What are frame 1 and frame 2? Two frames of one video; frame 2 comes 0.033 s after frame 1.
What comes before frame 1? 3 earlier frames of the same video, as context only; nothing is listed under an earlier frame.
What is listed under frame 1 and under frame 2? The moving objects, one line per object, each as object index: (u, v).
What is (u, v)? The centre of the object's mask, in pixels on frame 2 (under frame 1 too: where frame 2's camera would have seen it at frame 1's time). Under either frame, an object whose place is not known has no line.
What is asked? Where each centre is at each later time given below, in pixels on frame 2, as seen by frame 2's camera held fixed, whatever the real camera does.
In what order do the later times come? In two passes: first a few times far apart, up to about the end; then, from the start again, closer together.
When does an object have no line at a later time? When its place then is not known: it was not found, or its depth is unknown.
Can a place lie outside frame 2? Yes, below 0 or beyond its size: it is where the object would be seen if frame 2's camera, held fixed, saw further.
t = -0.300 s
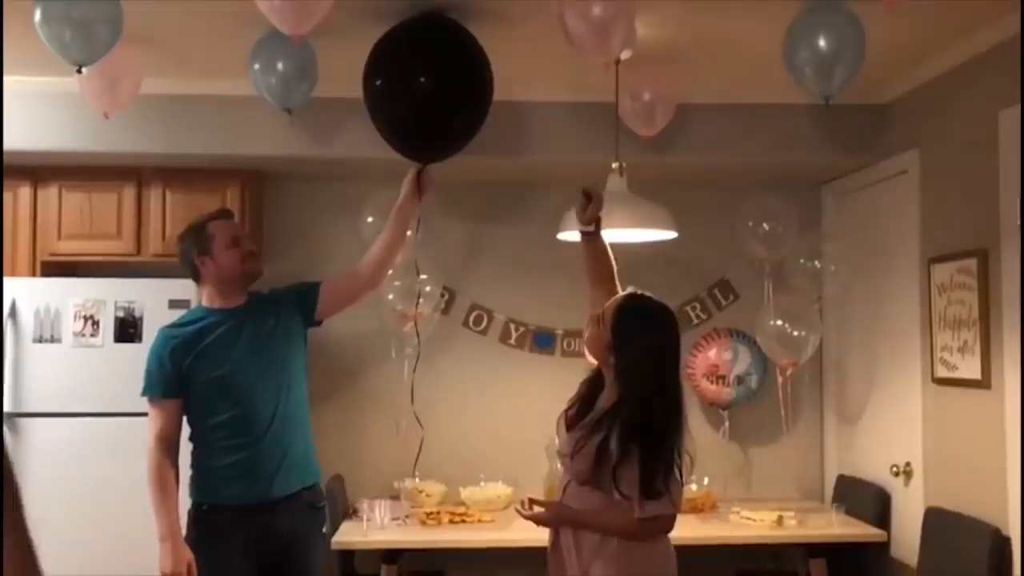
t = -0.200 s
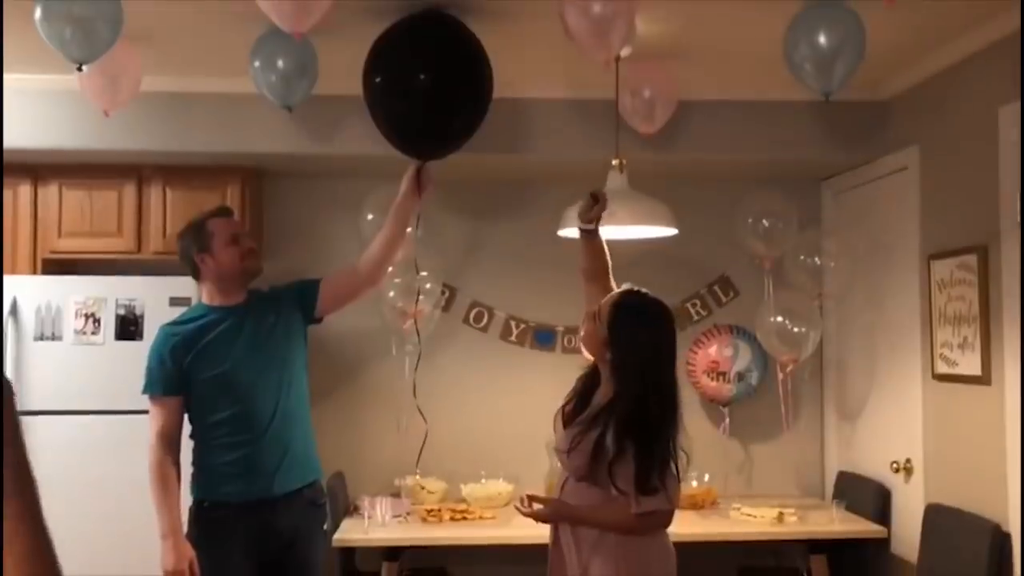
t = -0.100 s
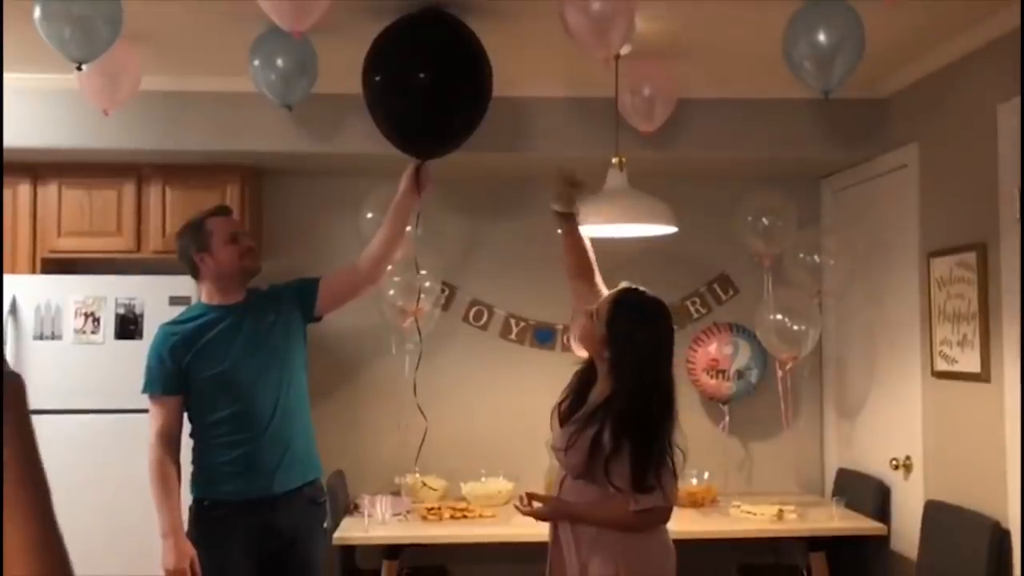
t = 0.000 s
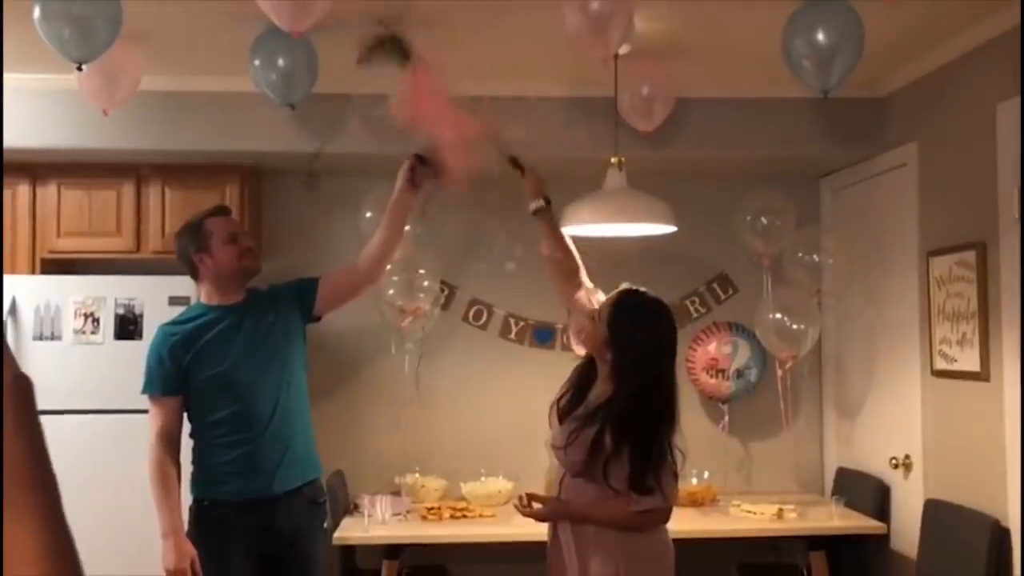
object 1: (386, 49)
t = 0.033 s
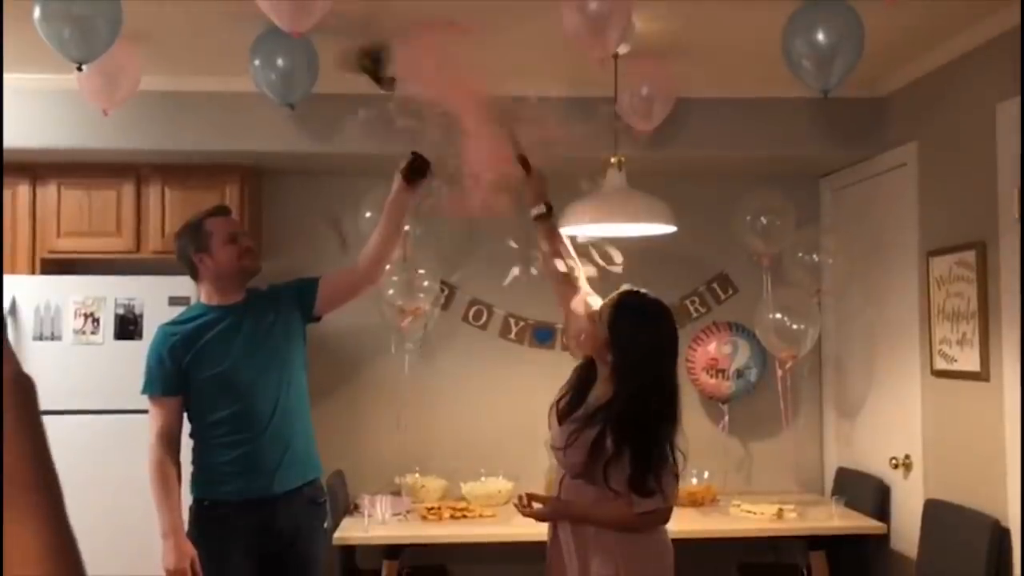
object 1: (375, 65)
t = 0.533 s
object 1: (334, 293)
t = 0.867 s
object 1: (415, 507)
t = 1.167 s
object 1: (417, 508)
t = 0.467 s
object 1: (321, 267)
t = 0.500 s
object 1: (327, 283)
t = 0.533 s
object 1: (334, 293)
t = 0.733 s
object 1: (403, 466)
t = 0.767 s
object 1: (415, 487)
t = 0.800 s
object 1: (418, 500)
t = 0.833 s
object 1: (417, 505)
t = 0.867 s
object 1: (415, 507)
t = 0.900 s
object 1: (416, 508)
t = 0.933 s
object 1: (416, 508)
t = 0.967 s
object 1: (415, 507)
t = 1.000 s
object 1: (415, 508)
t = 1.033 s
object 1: (416, 507)
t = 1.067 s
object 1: (417, 507)
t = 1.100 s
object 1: (417, 507)
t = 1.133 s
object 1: (416, 508)
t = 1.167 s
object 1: (417, 508)
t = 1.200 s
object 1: (416, 508)
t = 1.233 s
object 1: (417, 508)
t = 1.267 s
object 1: (416, 508)
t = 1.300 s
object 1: (416, 508)
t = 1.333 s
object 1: (417, 508)
